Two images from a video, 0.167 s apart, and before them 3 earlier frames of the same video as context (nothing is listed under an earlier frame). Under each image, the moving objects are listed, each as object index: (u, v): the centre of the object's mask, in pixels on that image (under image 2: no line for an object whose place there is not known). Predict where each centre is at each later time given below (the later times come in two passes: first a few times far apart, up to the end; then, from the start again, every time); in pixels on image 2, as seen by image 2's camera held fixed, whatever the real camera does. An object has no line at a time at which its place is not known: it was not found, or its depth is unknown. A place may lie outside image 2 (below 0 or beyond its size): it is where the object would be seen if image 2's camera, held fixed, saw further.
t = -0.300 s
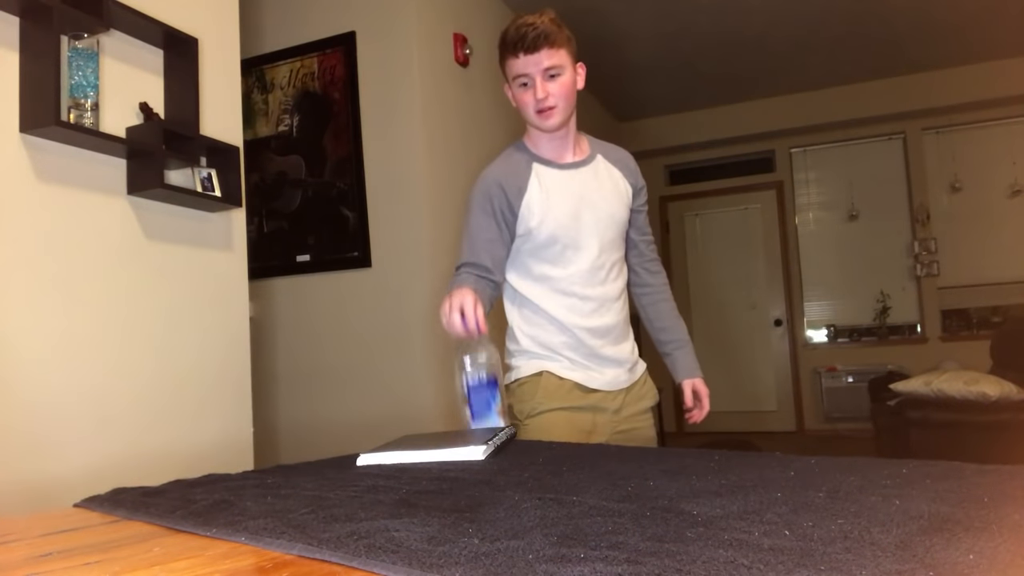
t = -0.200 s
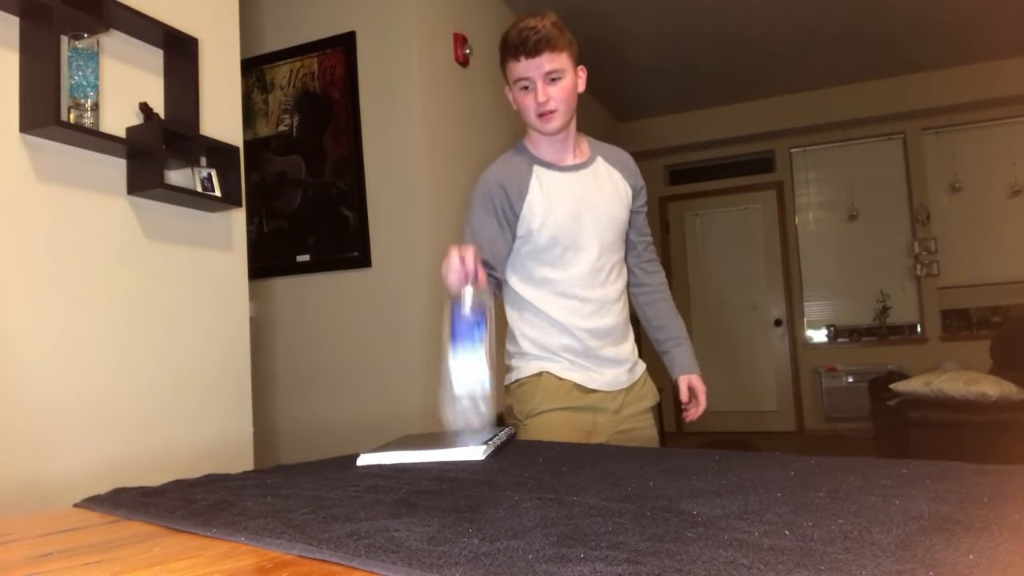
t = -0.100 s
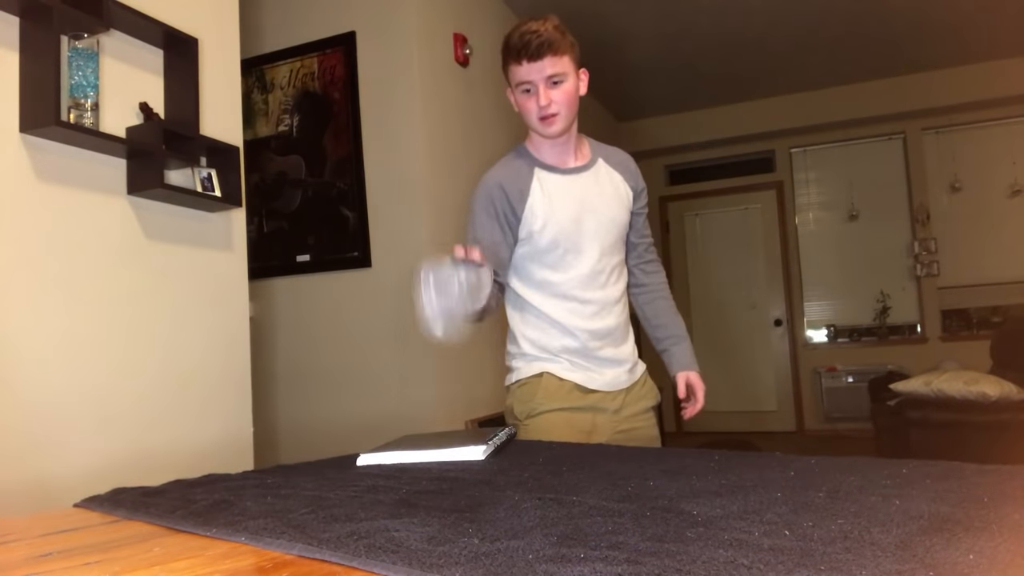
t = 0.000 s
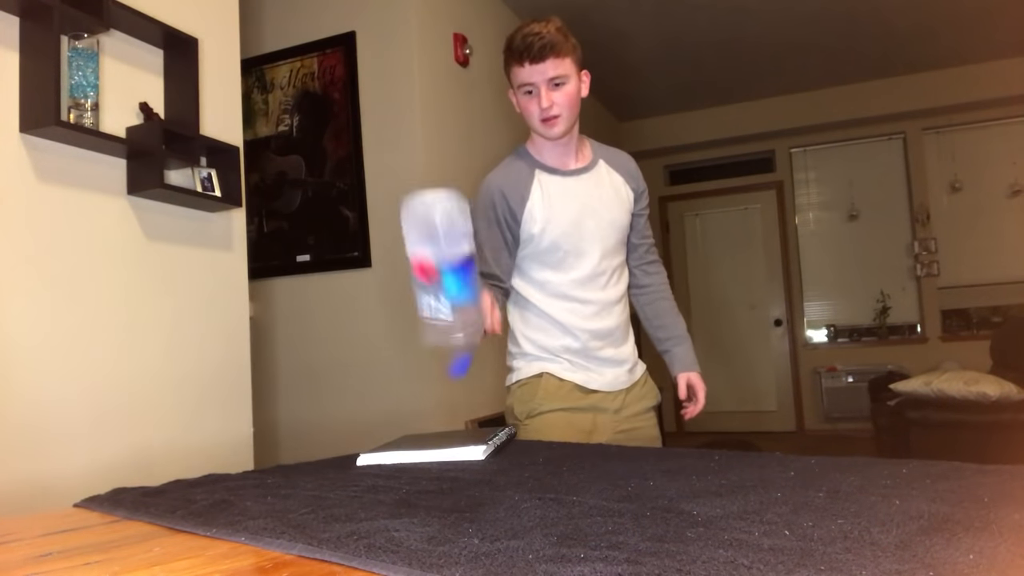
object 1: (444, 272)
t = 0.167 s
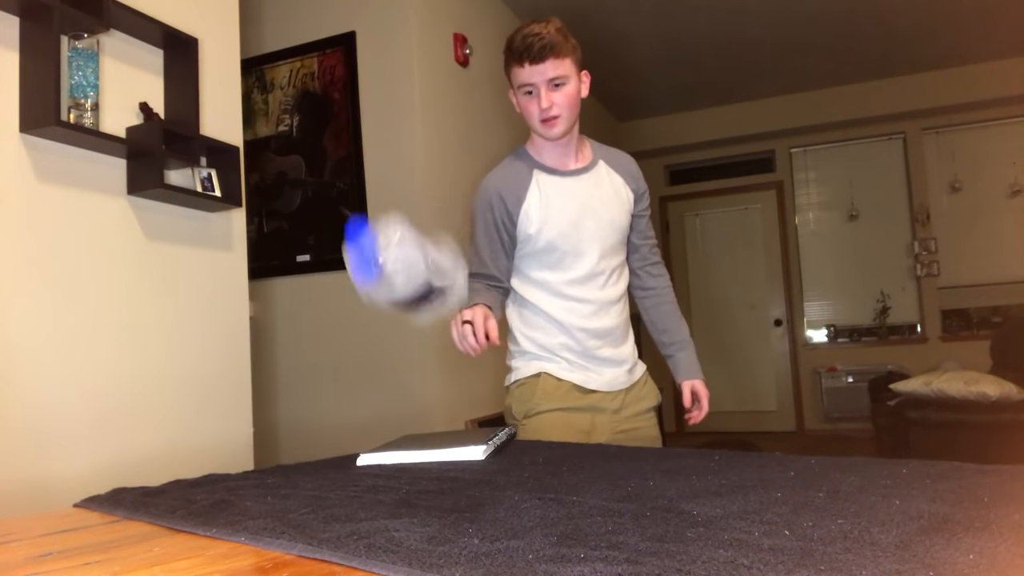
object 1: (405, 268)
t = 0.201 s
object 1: (404, 280)
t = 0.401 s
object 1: (433, 387)
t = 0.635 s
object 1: (389, 370)
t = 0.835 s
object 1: (346, 351)
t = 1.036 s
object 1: (301, 386)
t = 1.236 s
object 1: (245, 469)
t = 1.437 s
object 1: (205, 465)
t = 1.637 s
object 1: (221, 475)
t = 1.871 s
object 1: (217, 474)
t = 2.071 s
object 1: (216, 472)
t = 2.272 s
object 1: (216, 471)
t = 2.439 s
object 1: (216, 471)
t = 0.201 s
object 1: (404, 280)
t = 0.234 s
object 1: (407, 307)
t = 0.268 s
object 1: (412, 331)
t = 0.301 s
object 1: (424, 331)
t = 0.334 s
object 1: (430, 340)
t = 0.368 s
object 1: (427, 363)
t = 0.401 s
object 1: (433, 387)
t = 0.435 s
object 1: (426, 399)
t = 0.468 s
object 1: (420, 403)
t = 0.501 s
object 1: (416, 402)
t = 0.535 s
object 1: (408, 391)
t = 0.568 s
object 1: (401, 382)
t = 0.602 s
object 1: (395, 375)
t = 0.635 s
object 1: (389, 370)
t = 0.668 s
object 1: (383, 364)
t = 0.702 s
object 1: (375, 359)
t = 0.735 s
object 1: (367, 355)
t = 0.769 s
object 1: (358, 354)
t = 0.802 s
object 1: (351, 352)
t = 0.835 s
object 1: (346, 351)
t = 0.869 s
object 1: (340, 351)
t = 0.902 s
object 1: (335, 353)
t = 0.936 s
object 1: (328, 356)
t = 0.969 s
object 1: (321, 364)
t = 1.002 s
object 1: (313, 374)
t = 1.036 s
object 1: (301, 386)
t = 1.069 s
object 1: (290, 403)
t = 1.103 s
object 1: (277, 431)
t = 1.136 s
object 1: (269, 461)
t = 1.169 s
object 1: (260, 455)
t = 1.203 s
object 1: (252, 457)
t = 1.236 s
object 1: (245, 469)
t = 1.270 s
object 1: (237, 473)
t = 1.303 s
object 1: (226, 475)
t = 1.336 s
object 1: (216, 468)
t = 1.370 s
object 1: (210, 462)
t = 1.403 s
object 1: (207, 461)
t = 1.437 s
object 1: (205, 465)
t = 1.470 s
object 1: (206, 470)
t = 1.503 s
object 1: (211, 474)
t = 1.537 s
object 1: (217, 473)
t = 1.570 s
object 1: (222, 472)
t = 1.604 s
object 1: (223, 474)
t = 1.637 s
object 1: (221, 475)
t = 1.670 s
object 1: (217, 473)
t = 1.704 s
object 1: (213, 468)
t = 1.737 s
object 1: (214, 466)
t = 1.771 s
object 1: (215, 467)
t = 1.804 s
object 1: (216, 471)
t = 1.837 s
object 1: (217, 474)
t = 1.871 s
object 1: (217, 474)
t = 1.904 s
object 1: (217, 472)
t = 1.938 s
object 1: (216, 470)
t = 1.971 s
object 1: (216, 470)
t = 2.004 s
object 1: (216, 471)
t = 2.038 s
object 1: (216, 472)
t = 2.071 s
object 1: (216, 472)
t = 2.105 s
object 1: (216, 471)
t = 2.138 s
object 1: (216, 471)
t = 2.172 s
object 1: (216, 471)
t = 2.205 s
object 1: (216, 471)
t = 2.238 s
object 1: (216, 471)
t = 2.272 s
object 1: (216, 471)
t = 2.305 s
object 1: (216, 471)
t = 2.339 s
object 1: (216, 471)
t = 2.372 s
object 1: (216, 471)
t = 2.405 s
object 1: (216, 471)
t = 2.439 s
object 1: (216, 471)
